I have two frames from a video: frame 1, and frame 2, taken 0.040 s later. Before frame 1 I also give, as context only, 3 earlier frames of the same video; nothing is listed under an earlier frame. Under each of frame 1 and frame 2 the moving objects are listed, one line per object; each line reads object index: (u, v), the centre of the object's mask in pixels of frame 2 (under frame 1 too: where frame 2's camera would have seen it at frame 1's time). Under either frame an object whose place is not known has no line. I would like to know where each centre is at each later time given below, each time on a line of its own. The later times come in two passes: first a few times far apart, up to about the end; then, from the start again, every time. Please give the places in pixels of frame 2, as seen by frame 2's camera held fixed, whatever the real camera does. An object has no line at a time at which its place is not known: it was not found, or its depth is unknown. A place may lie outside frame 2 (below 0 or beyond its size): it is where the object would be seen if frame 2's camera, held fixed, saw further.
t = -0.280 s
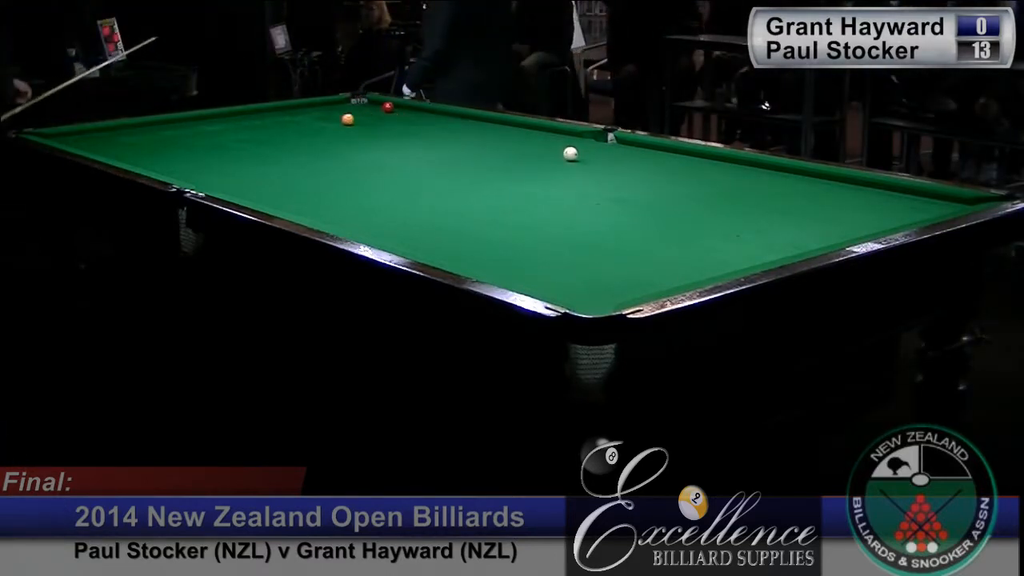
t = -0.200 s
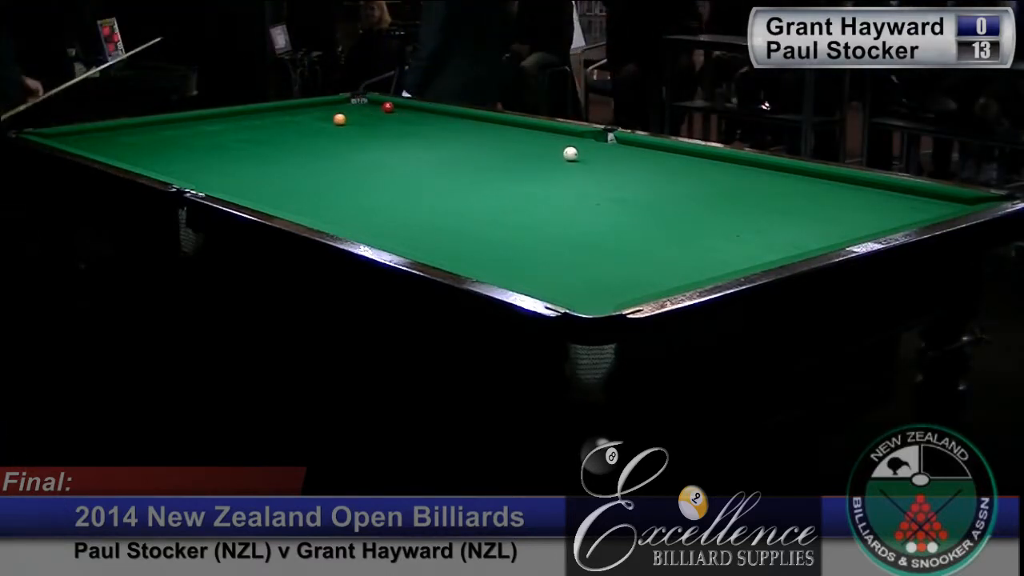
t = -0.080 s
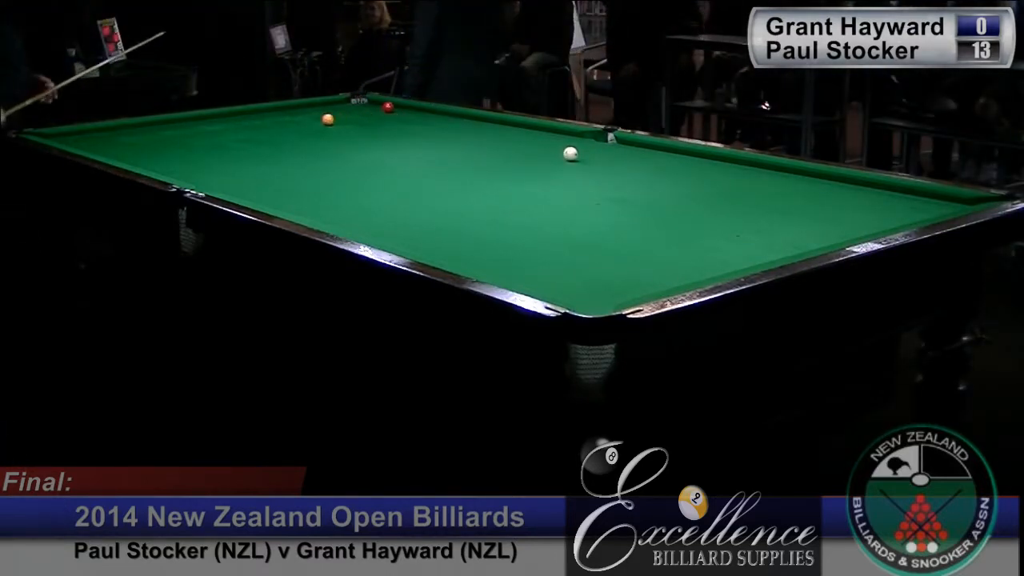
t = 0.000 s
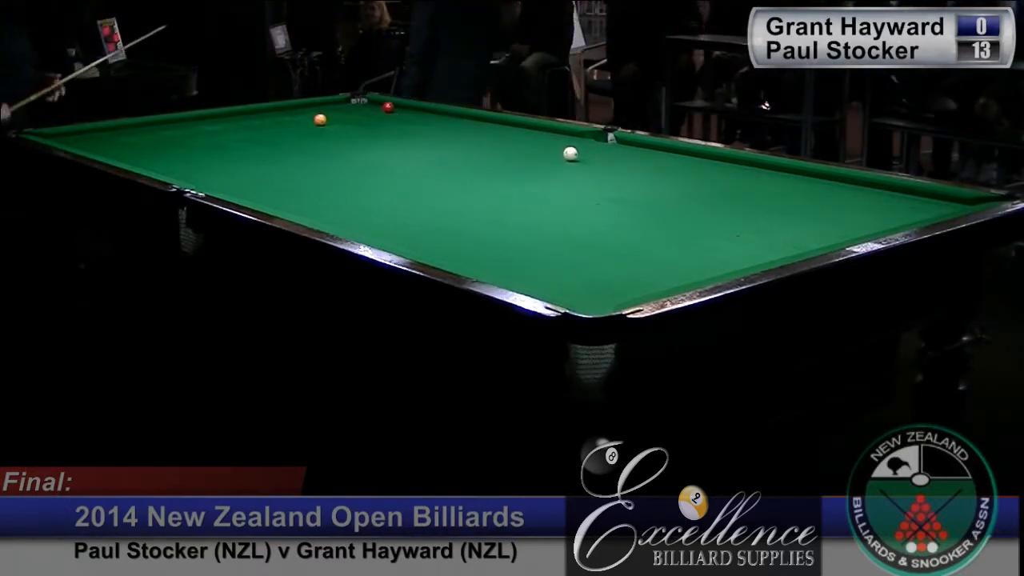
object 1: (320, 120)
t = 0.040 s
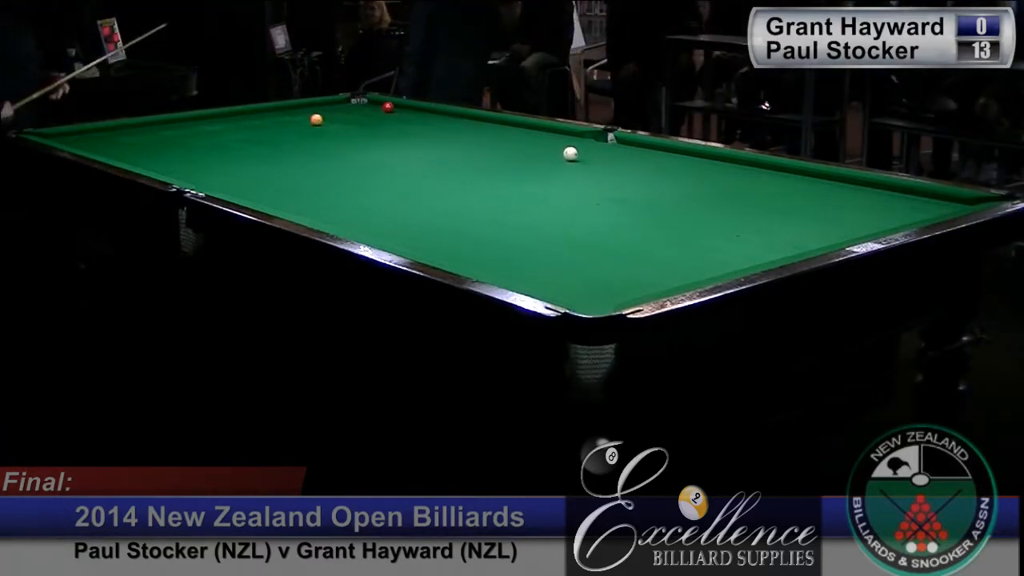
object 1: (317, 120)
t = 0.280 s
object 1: (294, 120)
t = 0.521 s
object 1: (274, 121)
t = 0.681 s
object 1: (263, 121)
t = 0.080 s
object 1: (312, 120)
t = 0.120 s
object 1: (308, 120)
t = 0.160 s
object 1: (305, 120)
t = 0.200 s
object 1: (301, 120)
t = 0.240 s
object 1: (298, 120)
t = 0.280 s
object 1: (294, 120)
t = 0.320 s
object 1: (291, 120)
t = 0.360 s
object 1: (288, 120)
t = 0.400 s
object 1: (284, 120)
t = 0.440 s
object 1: (281, 120)
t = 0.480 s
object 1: (278, 120)
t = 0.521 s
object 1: (274, 121)
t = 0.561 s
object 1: (271, 121)
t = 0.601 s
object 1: (268, 121)
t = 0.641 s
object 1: (265, 120)
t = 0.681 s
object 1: (263, 121)
